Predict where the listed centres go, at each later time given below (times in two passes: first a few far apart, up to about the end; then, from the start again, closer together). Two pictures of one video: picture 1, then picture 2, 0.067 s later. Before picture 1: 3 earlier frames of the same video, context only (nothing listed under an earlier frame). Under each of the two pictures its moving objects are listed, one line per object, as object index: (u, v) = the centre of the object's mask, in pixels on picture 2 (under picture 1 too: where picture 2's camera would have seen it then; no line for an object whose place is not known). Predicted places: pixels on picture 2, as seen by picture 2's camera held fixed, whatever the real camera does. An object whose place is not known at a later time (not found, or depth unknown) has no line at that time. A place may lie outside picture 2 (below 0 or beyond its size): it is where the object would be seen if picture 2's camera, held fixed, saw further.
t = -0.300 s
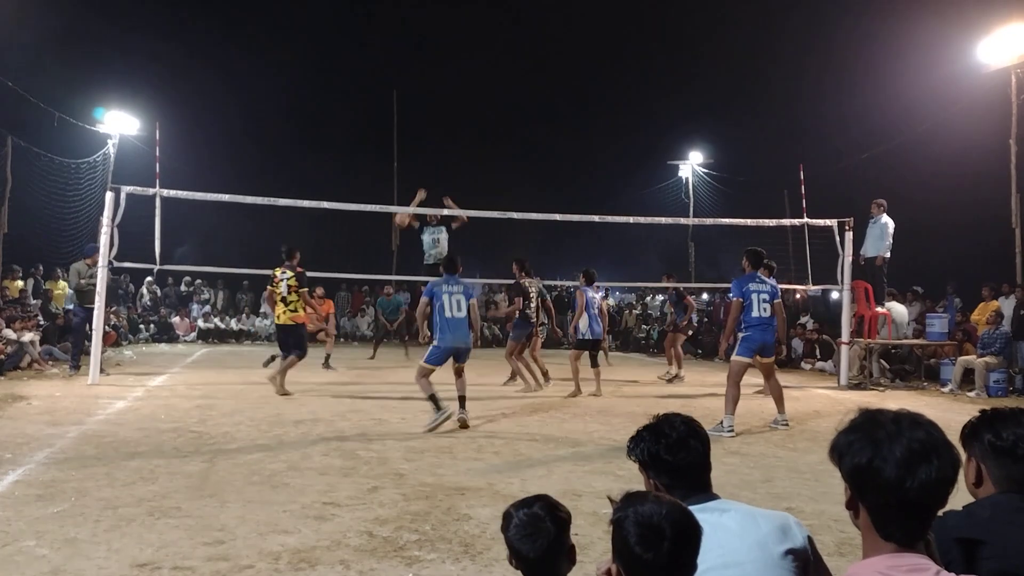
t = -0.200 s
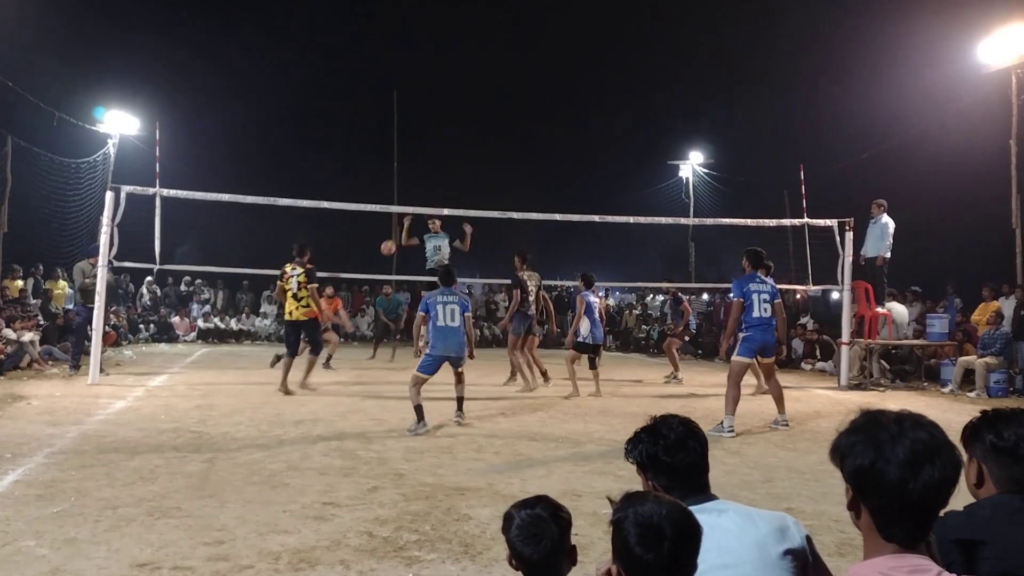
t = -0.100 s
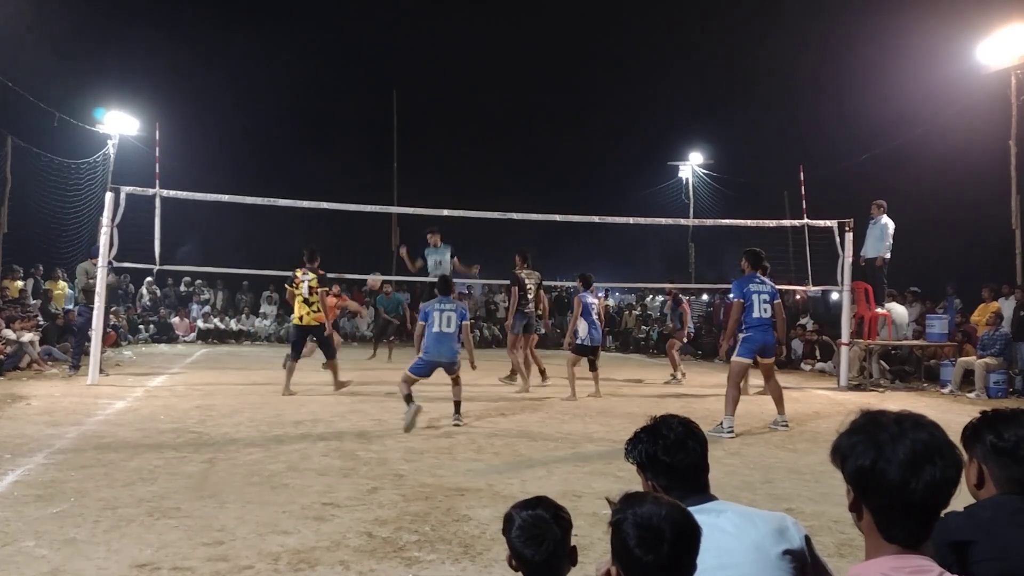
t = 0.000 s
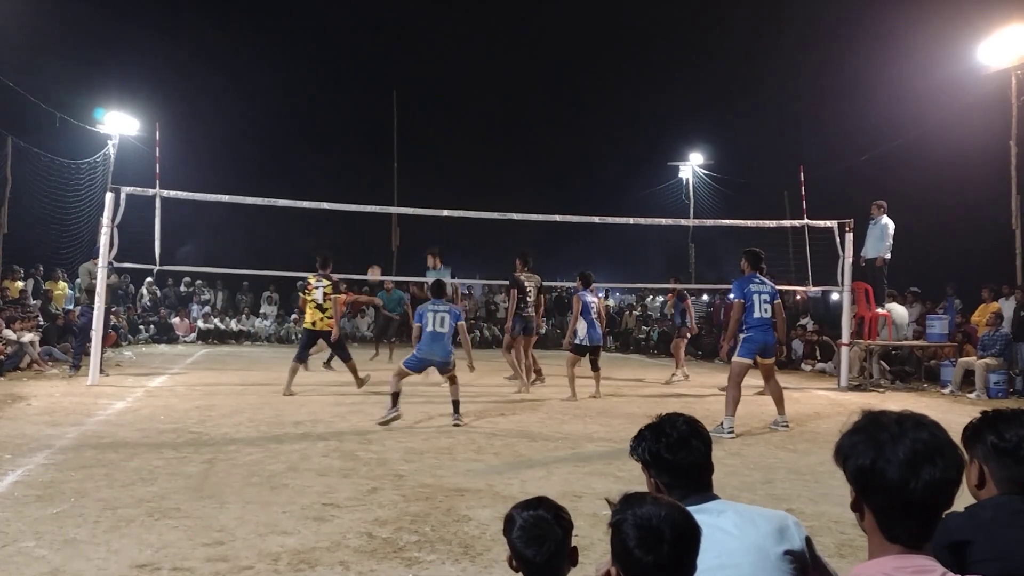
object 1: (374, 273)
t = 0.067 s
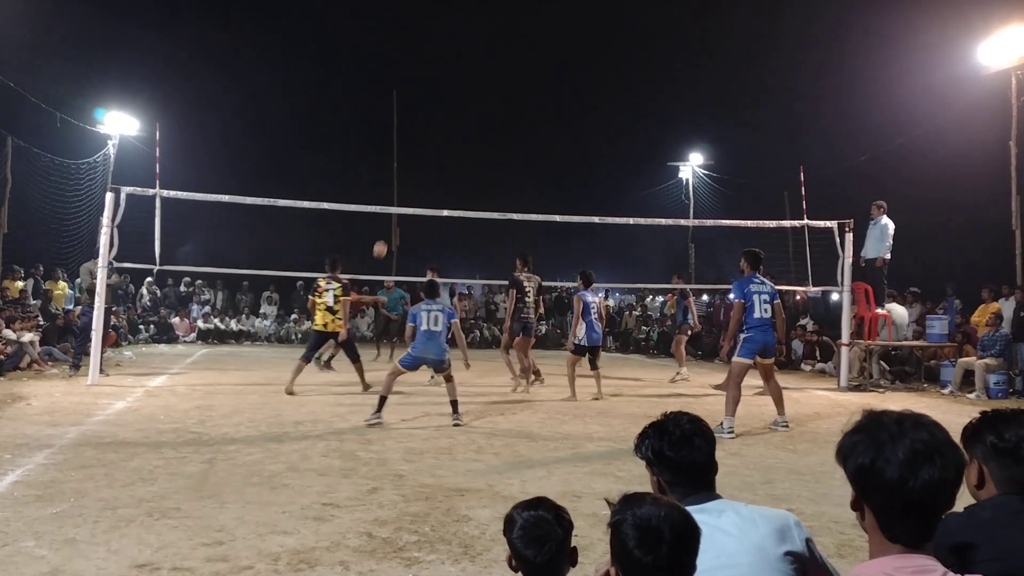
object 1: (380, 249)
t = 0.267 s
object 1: (397, 190)
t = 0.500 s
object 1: (417, 150)
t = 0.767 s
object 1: (437, 145)
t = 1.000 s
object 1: (455, 177)
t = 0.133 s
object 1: (385, 227)
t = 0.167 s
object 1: (389, 218)
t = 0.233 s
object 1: (394, 197)
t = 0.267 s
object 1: (397, 190)
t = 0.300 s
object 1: (399, 183)
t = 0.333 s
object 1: (402, 175)
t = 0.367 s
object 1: (405, 169)
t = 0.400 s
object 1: (408, 163)
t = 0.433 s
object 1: (411, 158)
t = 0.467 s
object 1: (414, 154)
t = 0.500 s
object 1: (417, 150)
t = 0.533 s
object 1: (419, 147)
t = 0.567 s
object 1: (422, 145)
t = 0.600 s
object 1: (424, 143)
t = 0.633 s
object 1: (427, 142)
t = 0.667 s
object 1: (430, 142)
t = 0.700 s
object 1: (432, 143)
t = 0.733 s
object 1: (435, 144)
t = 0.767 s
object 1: (437, 145)
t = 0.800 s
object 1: (440, 148)
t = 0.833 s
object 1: (442, 151)
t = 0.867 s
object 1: (445, 155)
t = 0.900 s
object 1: (448, 160)
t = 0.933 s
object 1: (450, 165)
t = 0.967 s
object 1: (453, 171)
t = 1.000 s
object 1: (455, 177)
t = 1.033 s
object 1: (458, 185)
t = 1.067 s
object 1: (460, 193)
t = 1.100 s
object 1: (462, 201)
